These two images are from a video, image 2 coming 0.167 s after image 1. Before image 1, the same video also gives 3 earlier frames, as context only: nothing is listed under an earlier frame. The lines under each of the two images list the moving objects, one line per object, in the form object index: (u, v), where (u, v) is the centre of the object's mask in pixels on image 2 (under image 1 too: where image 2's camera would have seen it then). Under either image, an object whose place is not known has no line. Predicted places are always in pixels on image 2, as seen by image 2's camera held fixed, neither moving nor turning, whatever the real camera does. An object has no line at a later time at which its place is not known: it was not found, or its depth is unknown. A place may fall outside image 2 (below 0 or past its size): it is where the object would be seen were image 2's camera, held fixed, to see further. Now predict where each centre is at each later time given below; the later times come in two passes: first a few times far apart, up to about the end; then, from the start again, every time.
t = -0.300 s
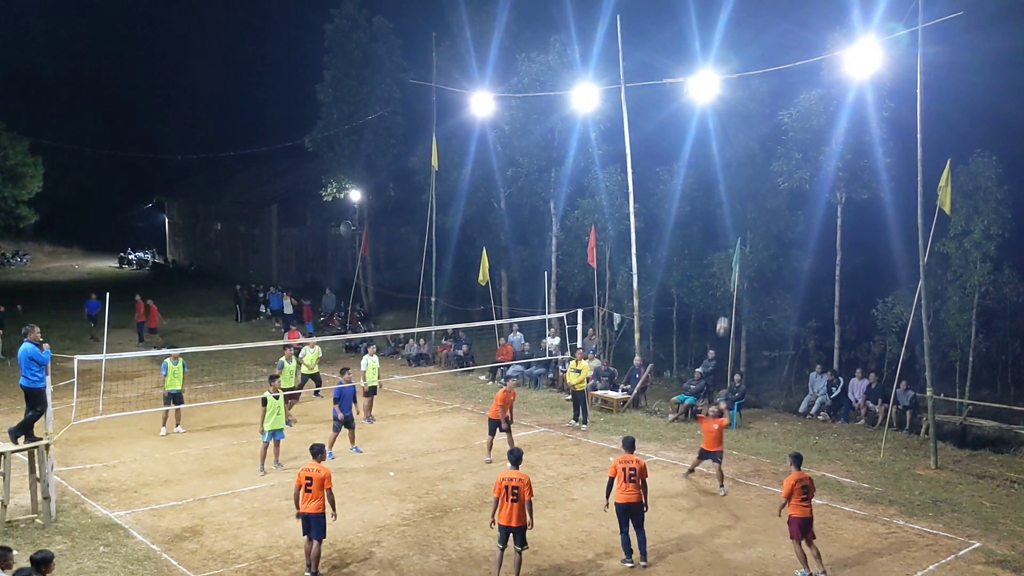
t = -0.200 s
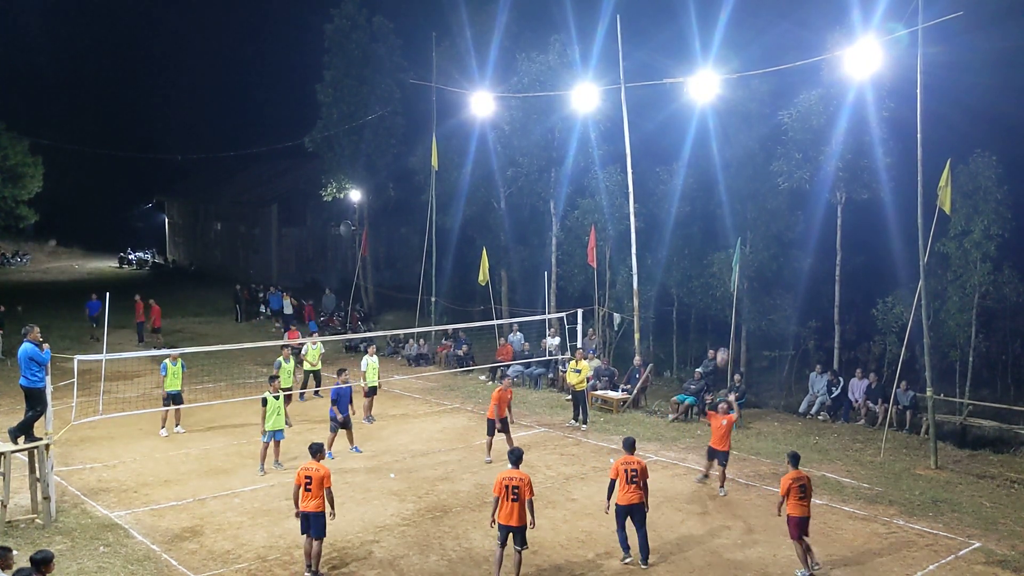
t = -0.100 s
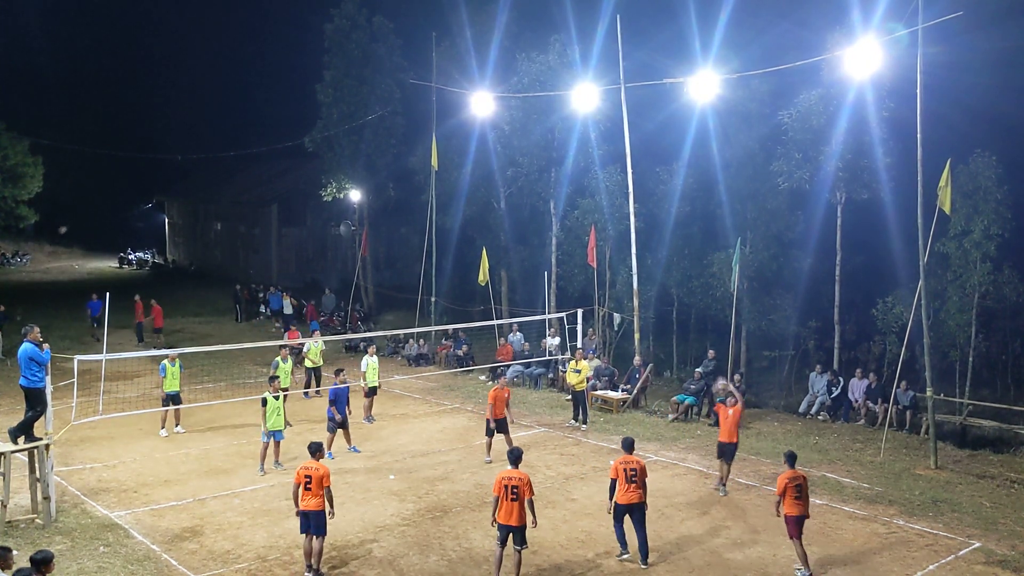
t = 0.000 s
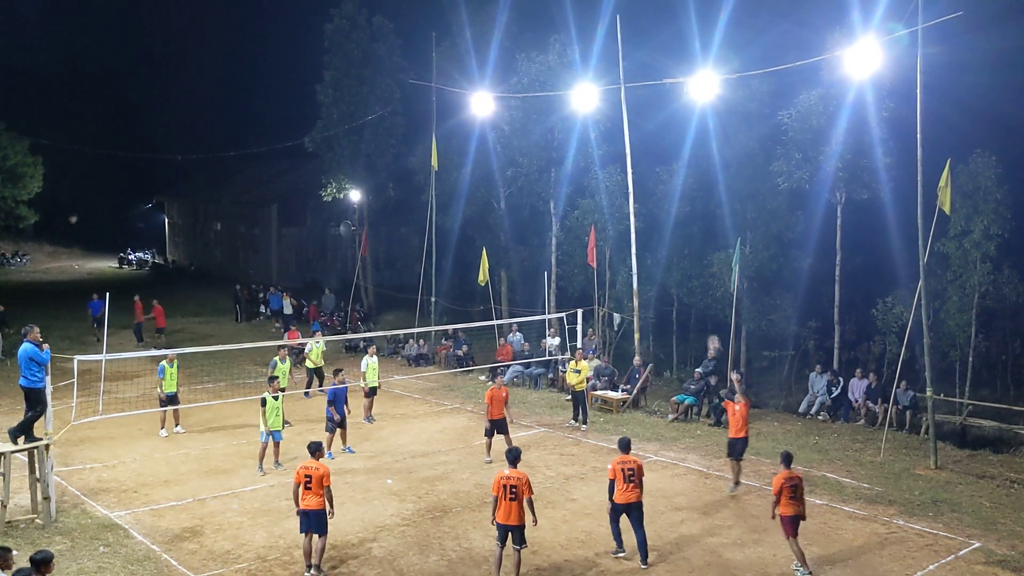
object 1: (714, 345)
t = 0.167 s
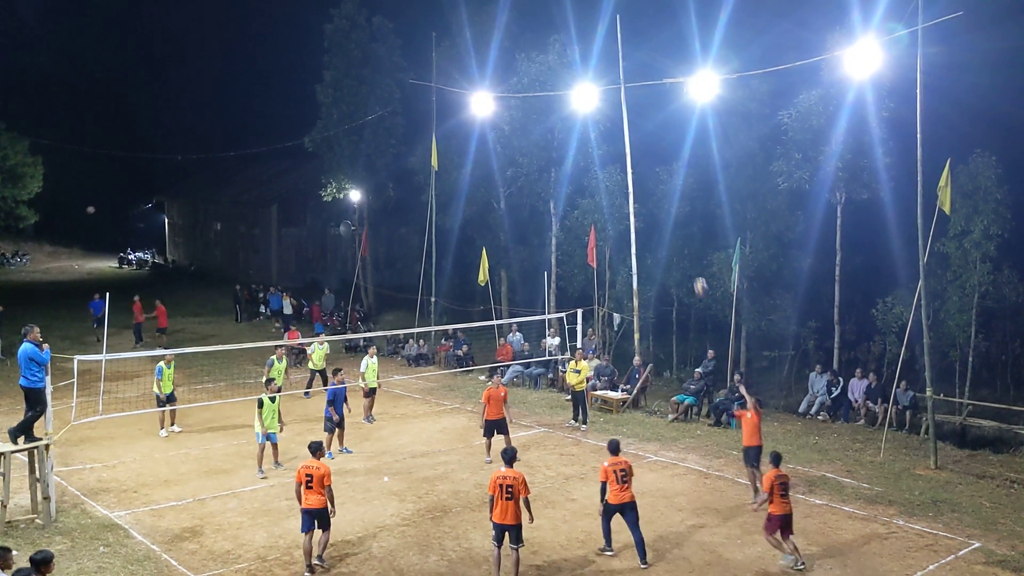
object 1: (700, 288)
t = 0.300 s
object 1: (689, 251)
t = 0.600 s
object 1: (665, 211)
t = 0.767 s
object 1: (652, 213)
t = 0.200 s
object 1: (697, 277)
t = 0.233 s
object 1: (695, 268)
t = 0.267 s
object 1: (692, 258)
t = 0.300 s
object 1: (689, 251)
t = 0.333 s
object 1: (687, 244)
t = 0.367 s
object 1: (684, 238)
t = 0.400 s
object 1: (681, 232)
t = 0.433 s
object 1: (679, 227)
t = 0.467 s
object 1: (676, 222)
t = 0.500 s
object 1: (673, 218)
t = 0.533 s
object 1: (671, 215)
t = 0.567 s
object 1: (668, 213)
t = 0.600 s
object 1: (665, 211)
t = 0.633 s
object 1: (663, 210)
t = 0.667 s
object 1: (659, 210)
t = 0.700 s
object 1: (657, 210)
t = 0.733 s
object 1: (655, 211)
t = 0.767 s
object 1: (652, 213)
